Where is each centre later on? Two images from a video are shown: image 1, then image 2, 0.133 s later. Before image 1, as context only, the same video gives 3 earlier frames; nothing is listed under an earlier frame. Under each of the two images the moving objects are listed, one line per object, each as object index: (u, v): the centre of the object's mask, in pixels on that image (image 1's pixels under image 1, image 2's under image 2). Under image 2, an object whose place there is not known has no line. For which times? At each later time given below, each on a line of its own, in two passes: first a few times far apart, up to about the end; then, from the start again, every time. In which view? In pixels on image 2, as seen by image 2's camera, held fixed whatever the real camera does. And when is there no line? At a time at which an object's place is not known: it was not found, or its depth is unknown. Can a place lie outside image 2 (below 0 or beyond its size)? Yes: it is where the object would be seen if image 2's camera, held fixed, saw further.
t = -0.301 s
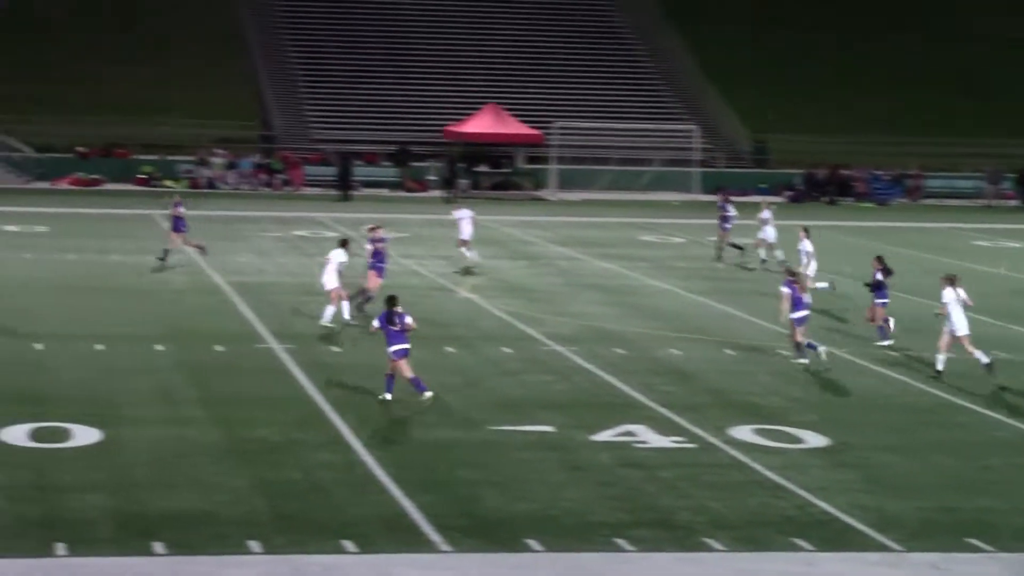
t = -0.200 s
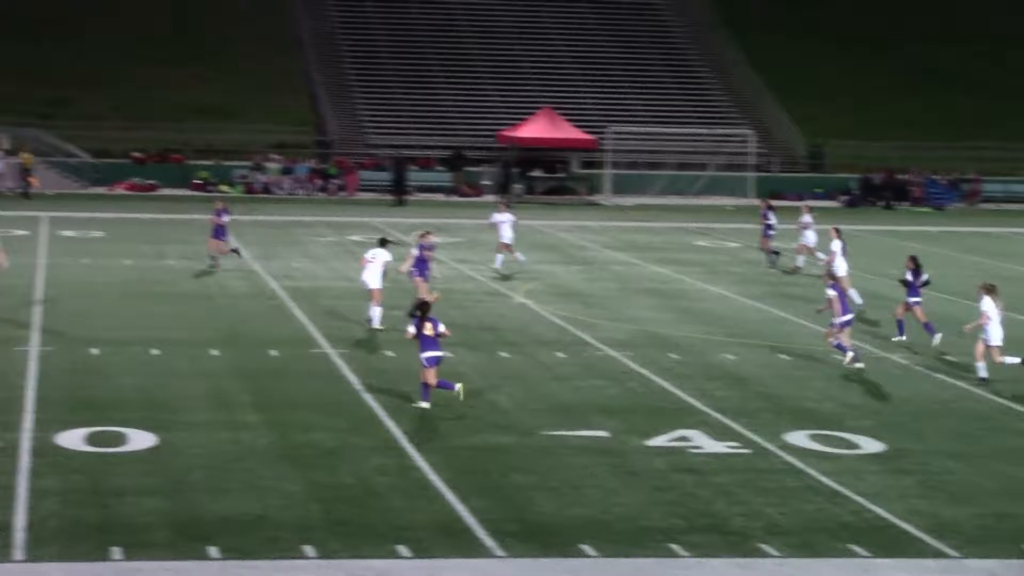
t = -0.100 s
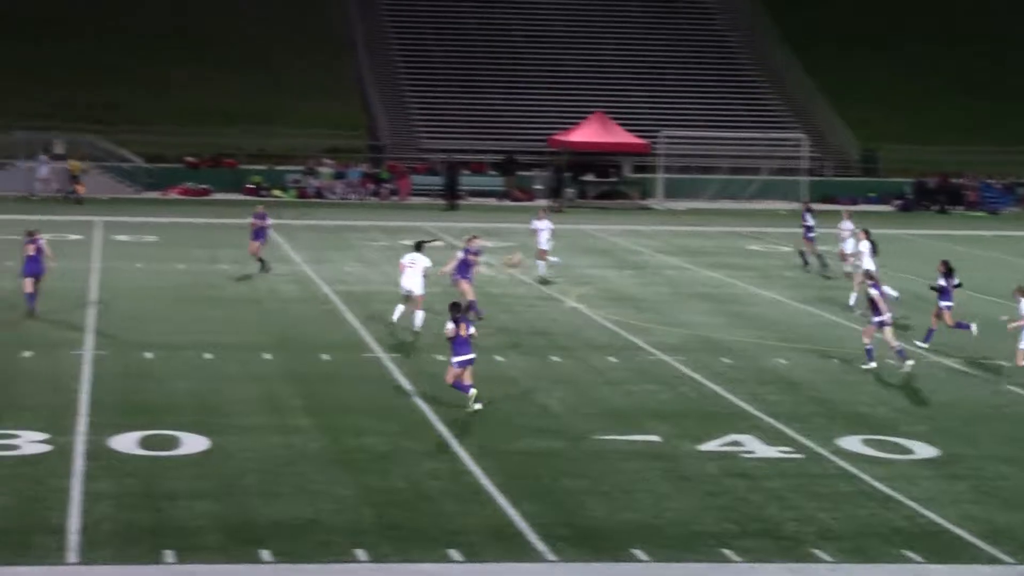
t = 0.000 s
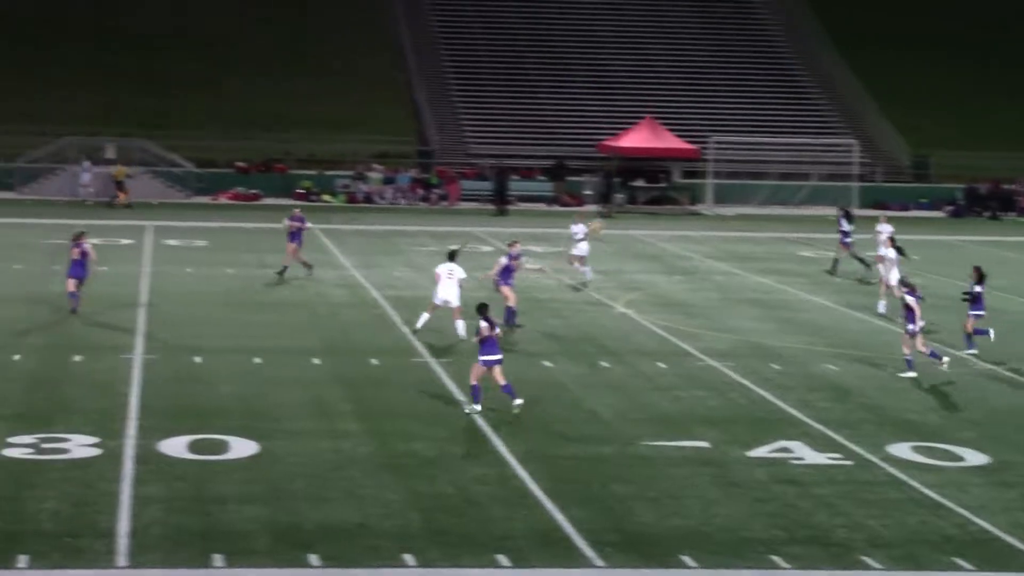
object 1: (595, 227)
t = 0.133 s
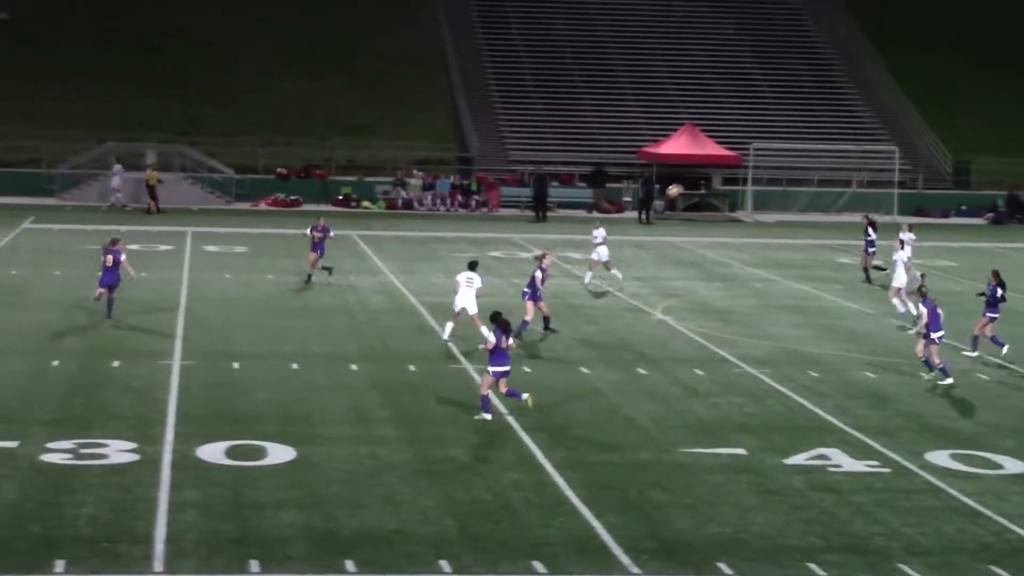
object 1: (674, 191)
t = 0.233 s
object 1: (702, 166)
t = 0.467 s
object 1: (763, 126)
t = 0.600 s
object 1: (794, 118)
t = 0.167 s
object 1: (683, 182)
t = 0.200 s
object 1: (693, 173)
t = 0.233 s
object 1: (702, 166)
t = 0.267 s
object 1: (711, 158)
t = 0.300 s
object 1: (720, 151)
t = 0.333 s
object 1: (729, 145)
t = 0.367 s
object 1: (738, 140)
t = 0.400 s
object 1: (747, 135)
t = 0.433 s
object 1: (755, 131)
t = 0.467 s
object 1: (763, 126)
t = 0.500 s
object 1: (771, 125)
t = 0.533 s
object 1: (779, 122)
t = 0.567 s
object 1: (788, 119)
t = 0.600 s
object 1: (794, 118)
